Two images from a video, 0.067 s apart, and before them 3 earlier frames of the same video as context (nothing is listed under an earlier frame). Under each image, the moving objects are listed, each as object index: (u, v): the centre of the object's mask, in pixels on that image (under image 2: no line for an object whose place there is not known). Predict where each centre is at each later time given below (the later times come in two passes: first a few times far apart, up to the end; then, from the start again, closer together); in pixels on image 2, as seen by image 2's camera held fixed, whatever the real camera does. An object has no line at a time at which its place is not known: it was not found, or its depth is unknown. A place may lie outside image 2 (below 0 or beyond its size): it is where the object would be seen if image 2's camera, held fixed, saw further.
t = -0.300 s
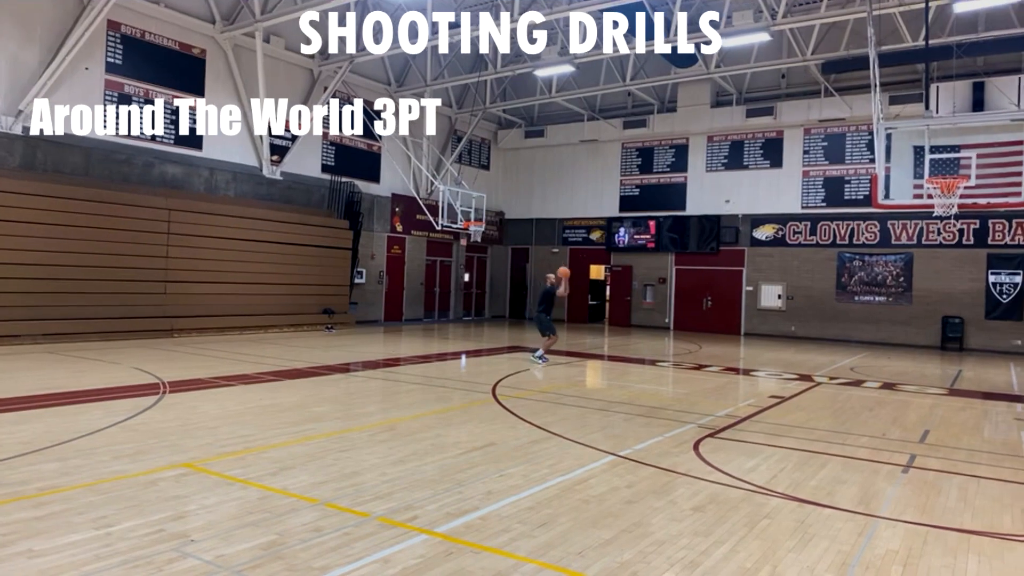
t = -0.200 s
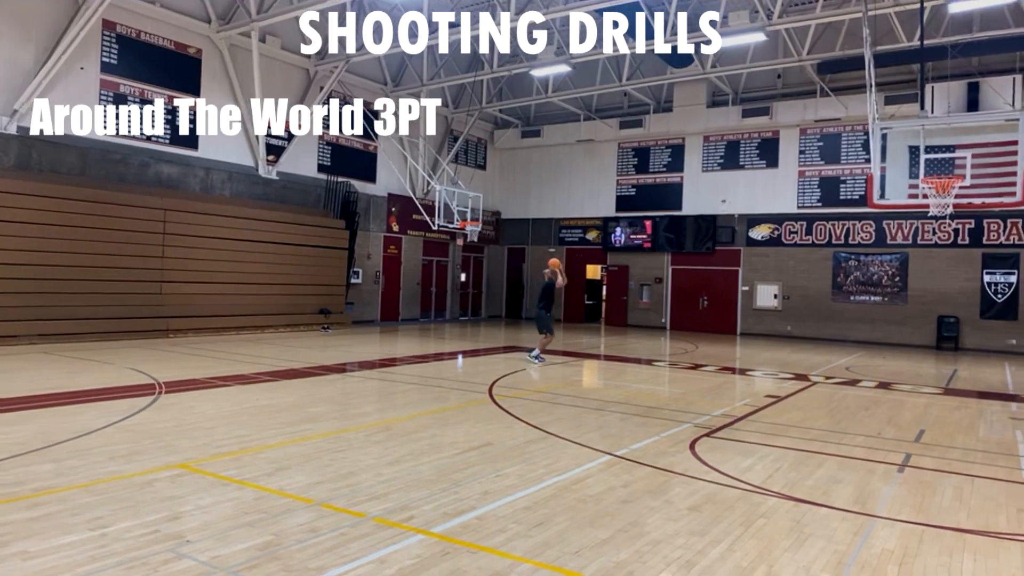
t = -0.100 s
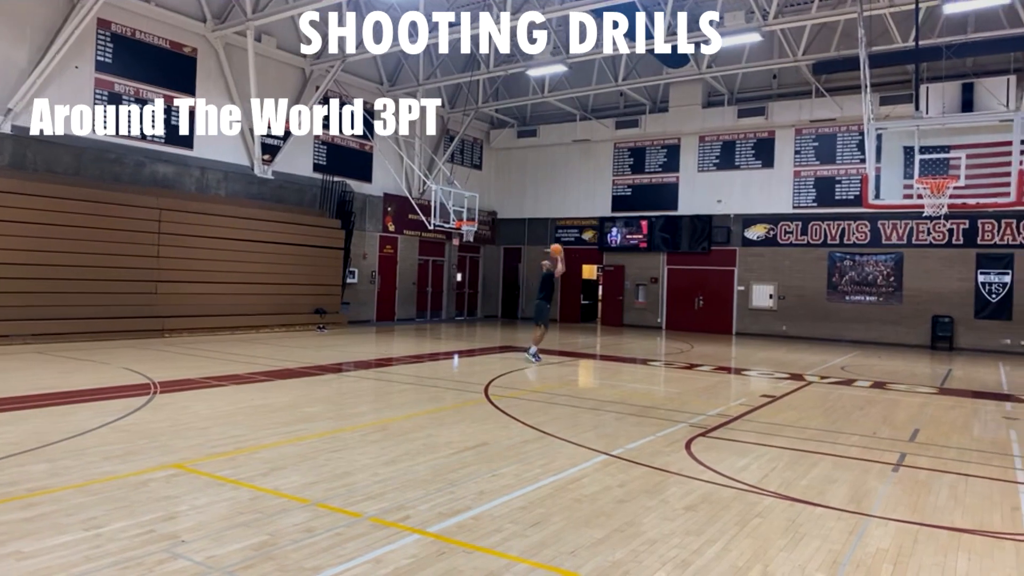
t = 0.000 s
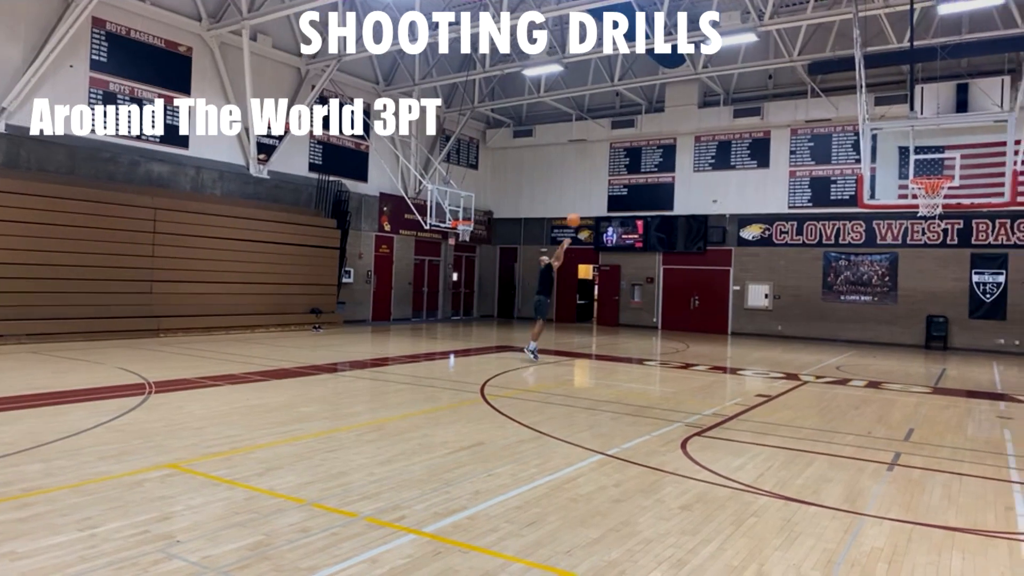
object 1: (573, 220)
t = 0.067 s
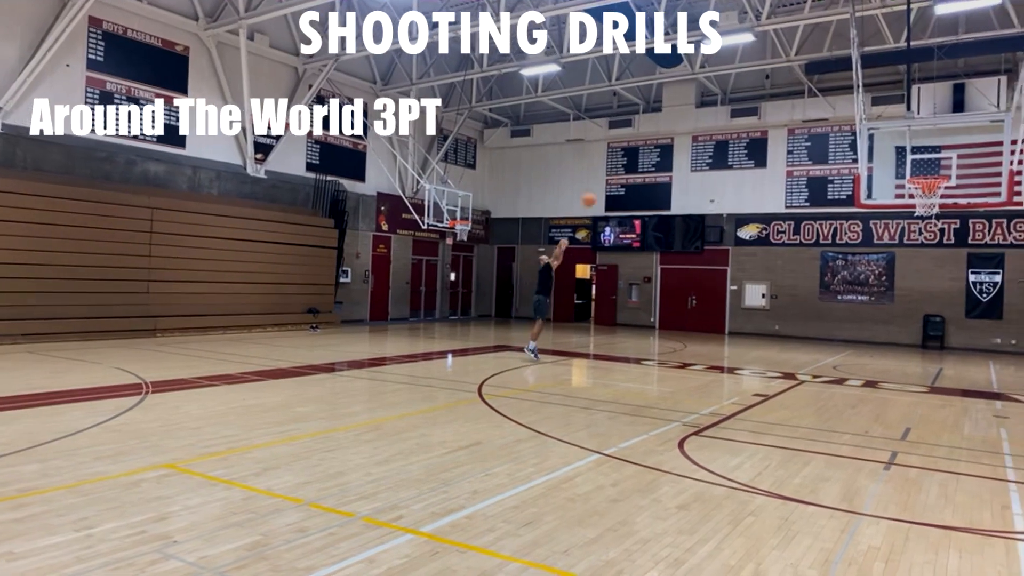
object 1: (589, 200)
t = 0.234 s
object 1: (638, 158)
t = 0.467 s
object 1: (711, 121)
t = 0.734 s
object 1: (801, 117)
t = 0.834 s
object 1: (837, 126)
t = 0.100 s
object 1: (598, 190)
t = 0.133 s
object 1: (608, 181)
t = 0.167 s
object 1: (618, 172)
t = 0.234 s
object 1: (638, 158)
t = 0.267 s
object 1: (648, 151)
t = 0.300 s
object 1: (658, 144)
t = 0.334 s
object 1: (668, 139)
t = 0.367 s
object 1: (679, 133)
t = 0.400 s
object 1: (690, 127)
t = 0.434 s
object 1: (700, 124)
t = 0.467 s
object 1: (711, 121)
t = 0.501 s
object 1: (722, 117)
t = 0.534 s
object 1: (732, 116)
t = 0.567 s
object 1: (742, 114)
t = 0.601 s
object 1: (754, 113)
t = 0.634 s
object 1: (765, 113)
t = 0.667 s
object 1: (778, 113)
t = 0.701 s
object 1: (790, 114)
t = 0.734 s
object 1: (801, 117)
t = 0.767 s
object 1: (813, 118)
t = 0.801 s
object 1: (824, 123)
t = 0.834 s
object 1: (837, 126)
